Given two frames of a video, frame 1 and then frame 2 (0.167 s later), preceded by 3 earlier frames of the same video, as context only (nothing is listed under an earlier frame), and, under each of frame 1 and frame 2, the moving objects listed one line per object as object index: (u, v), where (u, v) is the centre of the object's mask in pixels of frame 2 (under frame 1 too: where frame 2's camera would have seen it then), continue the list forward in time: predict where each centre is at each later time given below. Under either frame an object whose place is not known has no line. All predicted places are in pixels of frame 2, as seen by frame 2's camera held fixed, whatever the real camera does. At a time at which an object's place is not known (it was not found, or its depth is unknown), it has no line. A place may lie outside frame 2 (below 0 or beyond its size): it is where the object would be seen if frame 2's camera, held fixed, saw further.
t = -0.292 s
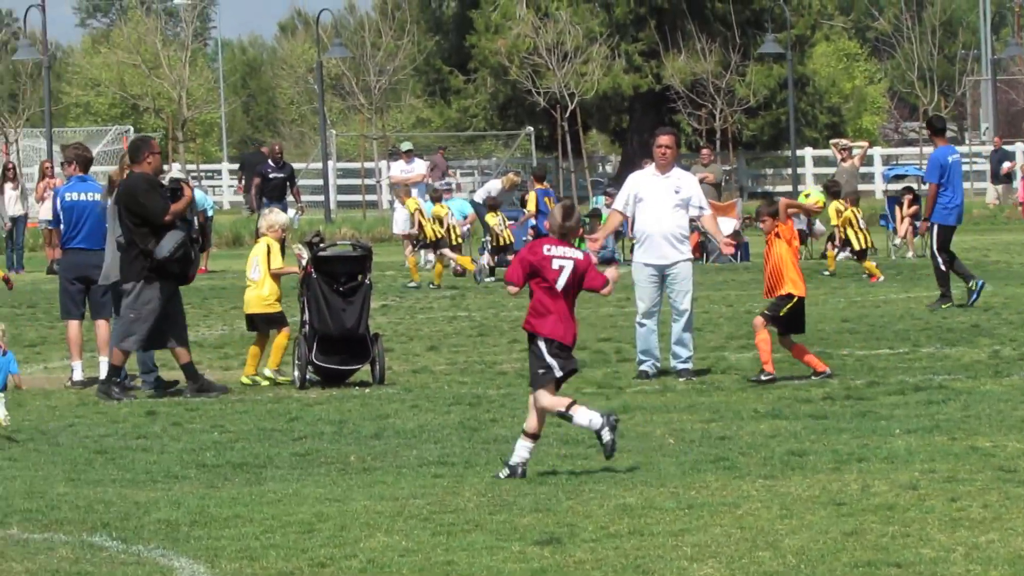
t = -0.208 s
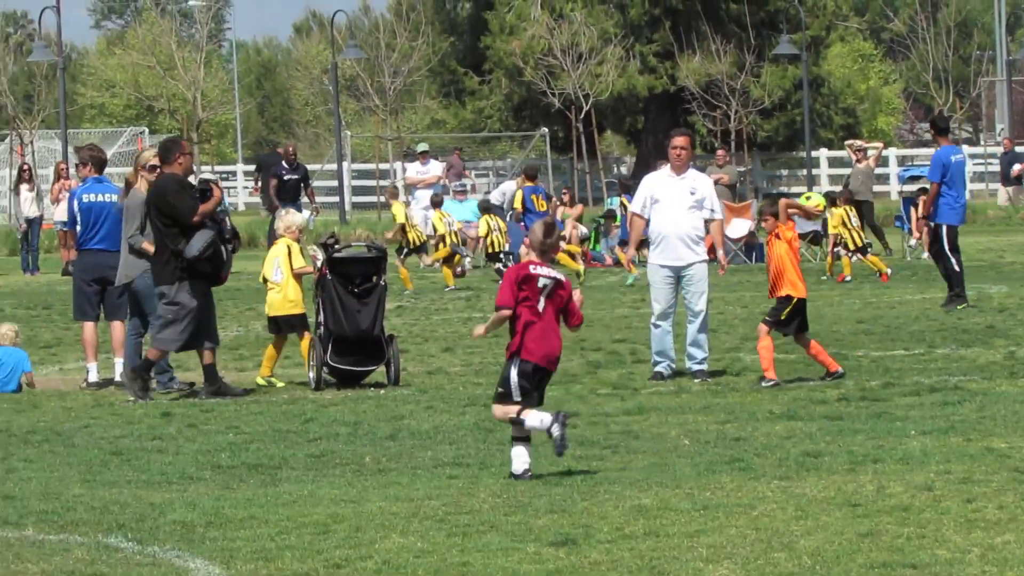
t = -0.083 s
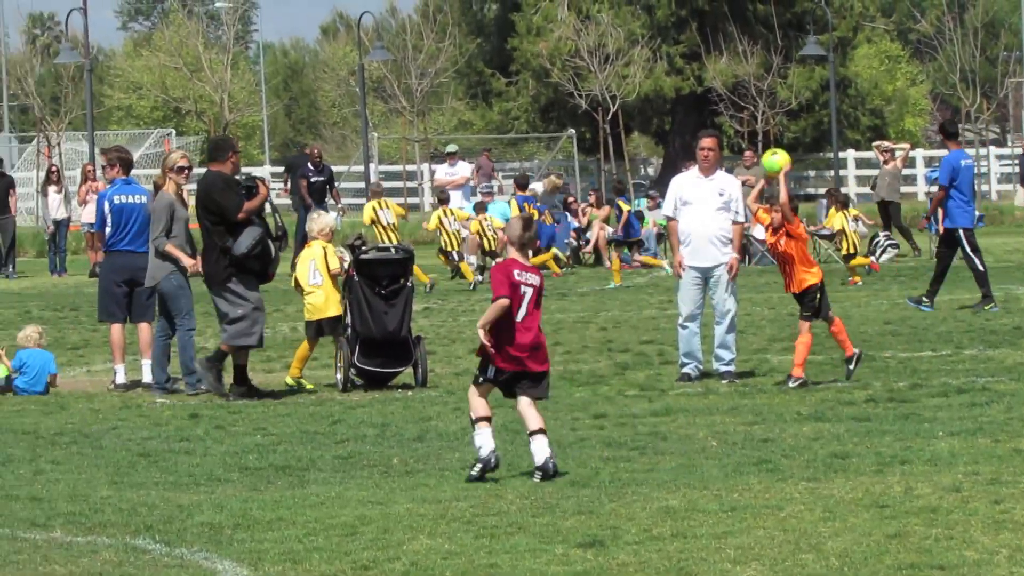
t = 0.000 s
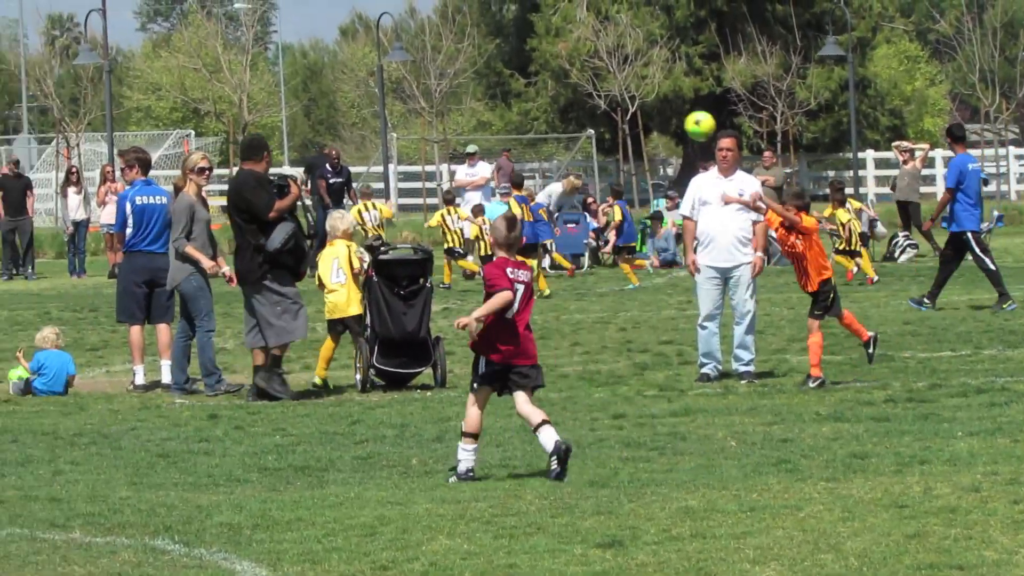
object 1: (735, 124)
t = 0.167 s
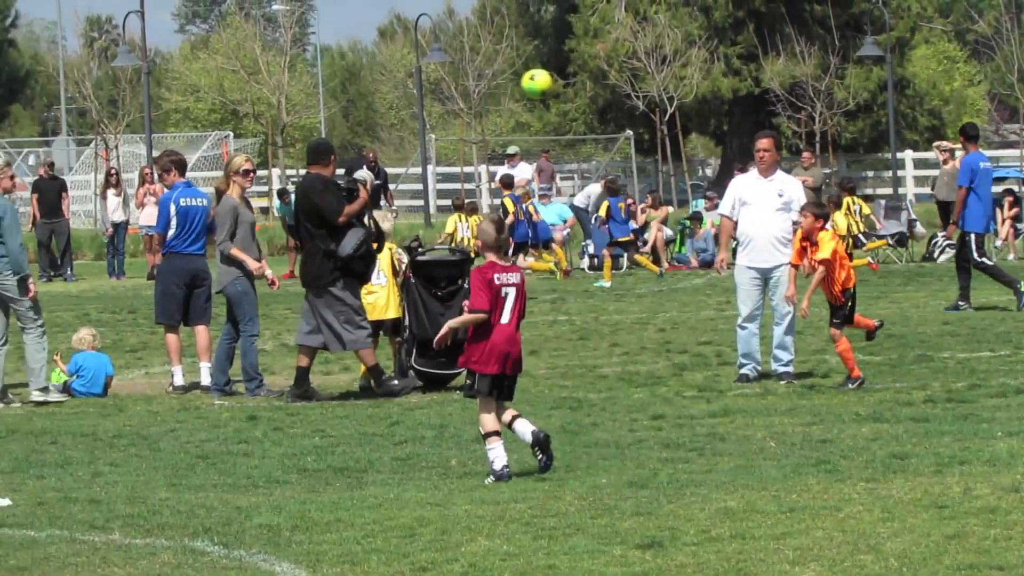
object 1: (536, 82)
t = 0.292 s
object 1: (383, 80)
